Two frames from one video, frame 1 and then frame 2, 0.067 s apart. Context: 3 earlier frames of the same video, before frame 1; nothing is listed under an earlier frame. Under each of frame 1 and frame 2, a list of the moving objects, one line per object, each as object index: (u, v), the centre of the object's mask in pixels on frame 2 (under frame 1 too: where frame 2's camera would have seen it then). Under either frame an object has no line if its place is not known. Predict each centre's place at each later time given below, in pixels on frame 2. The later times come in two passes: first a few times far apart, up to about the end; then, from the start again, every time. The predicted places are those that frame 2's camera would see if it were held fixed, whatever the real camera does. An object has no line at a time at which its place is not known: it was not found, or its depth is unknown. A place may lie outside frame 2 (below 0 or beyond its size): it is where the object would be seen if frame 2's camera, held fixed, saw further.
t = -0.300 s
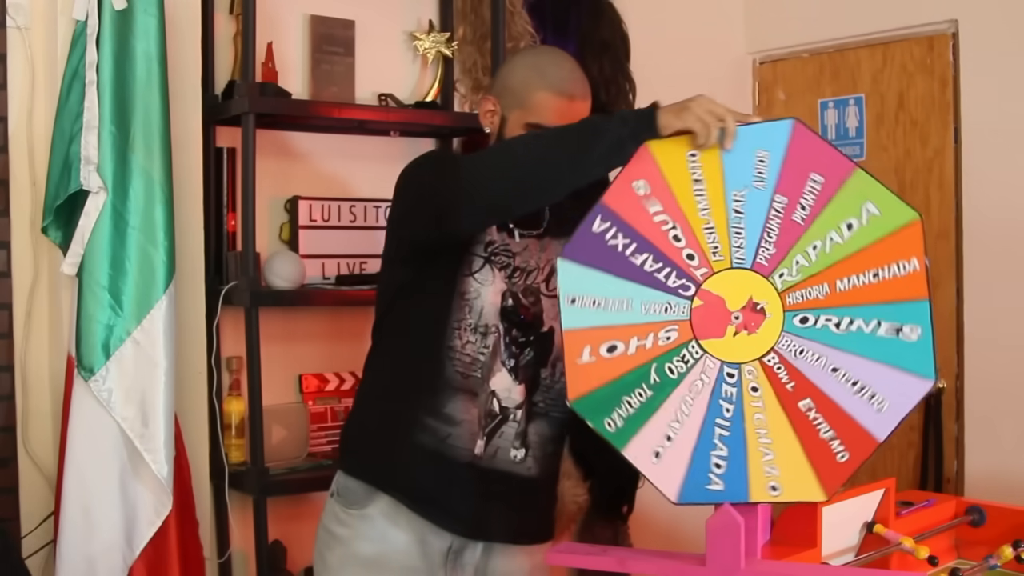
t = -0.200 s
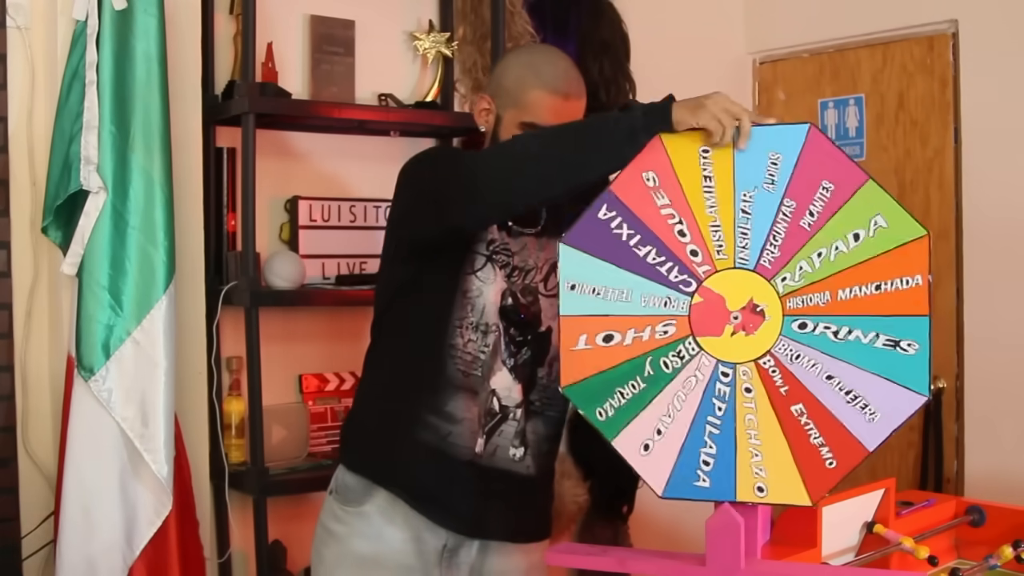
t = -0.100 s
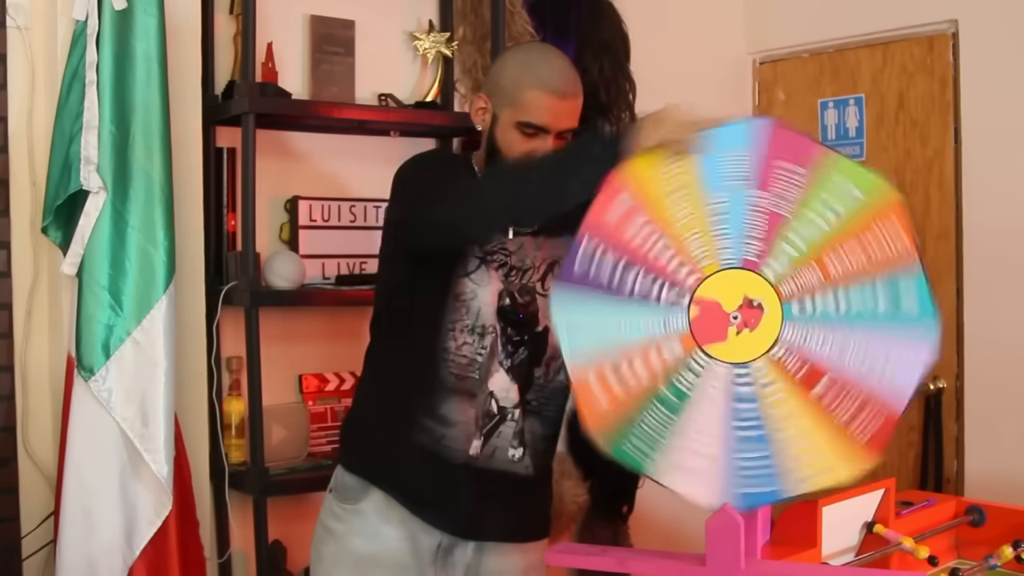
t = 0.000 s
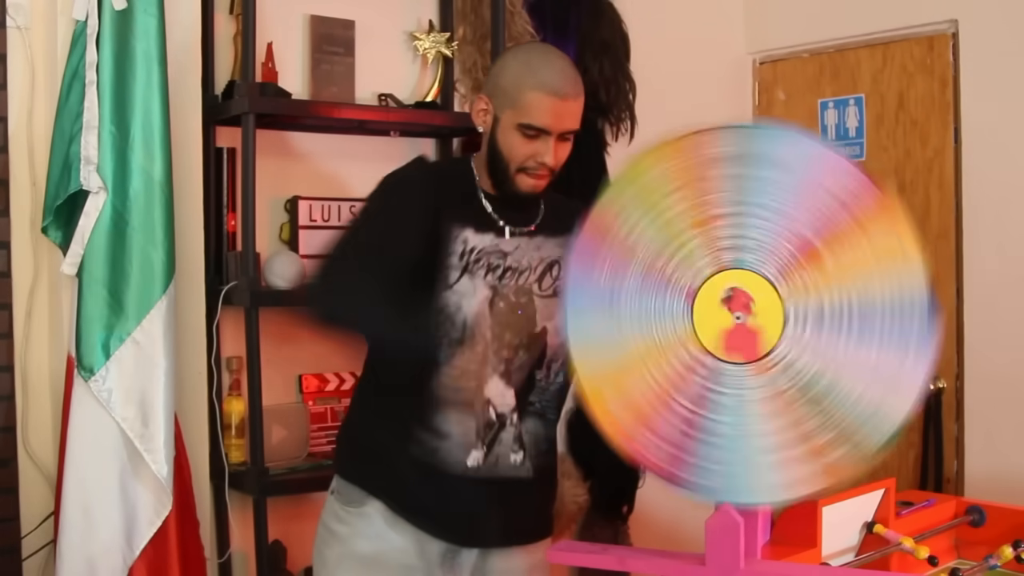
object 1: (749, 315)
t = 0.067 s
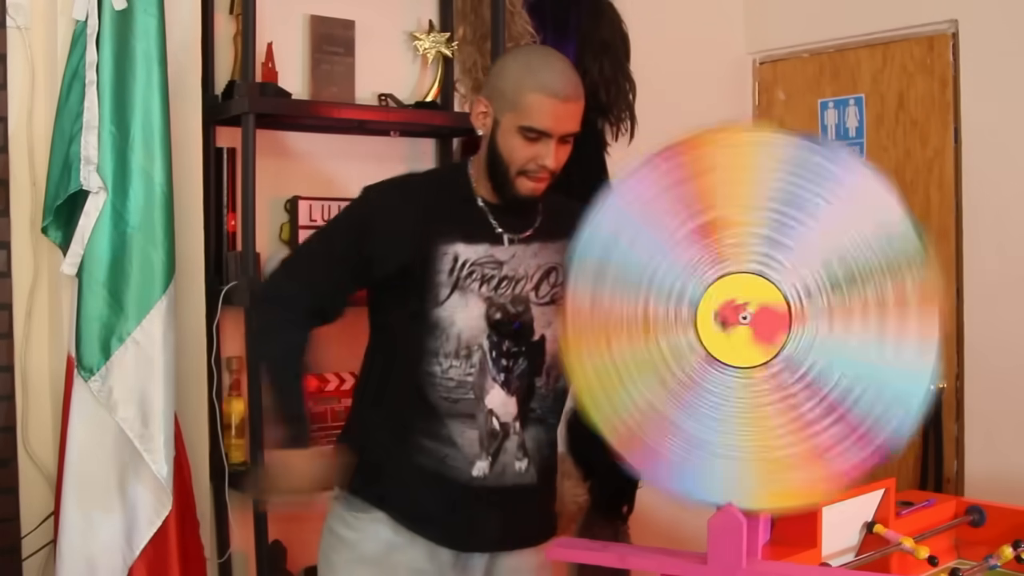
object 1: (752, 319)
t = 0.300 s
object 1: (745, 315)
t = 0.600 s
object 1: (752, 314)
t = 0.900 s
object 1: (749, 320)
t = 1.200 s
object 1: (744, 318)
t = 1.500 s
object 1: (758, 316)
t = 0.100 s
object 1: (755, 320)
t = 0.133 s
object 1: (756, 319)
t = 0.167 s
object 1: (752, 318)
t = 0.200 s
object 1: (748, 317)
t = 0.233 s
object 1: (747, 316)
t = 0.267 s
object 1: (747, 315)
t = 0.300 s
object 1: (745, 315)
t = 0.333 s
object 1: (744, 317)
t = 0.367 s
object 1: (745, 318)
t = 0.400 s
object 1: (746, 318)
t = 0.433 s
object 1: (747, 319)
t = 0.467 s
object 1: (747, 319)
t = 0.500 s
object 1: (746, 319)
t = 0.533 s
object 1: (749, 318)
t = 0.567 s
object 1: (751, 316)
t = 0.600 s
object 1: (752, 314)
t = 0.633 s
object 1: (752, 313)
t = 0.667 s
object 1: (750, 314)
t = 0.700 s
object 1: (747, 316)
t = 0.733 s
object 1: (745, 317)
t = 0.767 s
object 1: (745, 318)
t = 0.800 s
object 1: (743, 319)
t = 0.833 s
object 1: (744, 319)
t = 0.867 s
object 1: (746, 318)
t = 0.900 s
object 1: (749, 320)
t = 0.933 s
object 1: (753, 318)
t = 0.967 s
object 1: (755, 316)
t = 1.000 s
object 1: (755, 316)
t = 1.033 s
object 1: (754, 314)
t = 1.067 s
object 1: (754, 316)
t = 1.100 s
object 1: (752, 317)
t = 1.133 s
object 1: (750, 318)
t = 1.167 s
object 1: (748, 318)
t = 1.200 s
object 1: (744, 318)
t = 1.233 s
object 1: (742, 319)
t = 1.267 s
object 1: (743, 320)
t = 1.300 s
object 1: (745, 320)
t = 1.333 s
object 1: (748, 319)
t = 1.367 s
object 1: (751, 317)
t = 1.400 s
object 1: (754, 315)
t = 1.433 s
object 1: (756, 315)
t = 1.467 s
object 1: (757, 315)
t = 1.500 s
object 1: (758, 316)
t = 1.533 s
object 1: (757, 317)
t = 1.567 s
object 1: (755, 317)
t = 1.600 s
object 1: (754, 317)
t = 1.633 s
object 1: (751, 319)
